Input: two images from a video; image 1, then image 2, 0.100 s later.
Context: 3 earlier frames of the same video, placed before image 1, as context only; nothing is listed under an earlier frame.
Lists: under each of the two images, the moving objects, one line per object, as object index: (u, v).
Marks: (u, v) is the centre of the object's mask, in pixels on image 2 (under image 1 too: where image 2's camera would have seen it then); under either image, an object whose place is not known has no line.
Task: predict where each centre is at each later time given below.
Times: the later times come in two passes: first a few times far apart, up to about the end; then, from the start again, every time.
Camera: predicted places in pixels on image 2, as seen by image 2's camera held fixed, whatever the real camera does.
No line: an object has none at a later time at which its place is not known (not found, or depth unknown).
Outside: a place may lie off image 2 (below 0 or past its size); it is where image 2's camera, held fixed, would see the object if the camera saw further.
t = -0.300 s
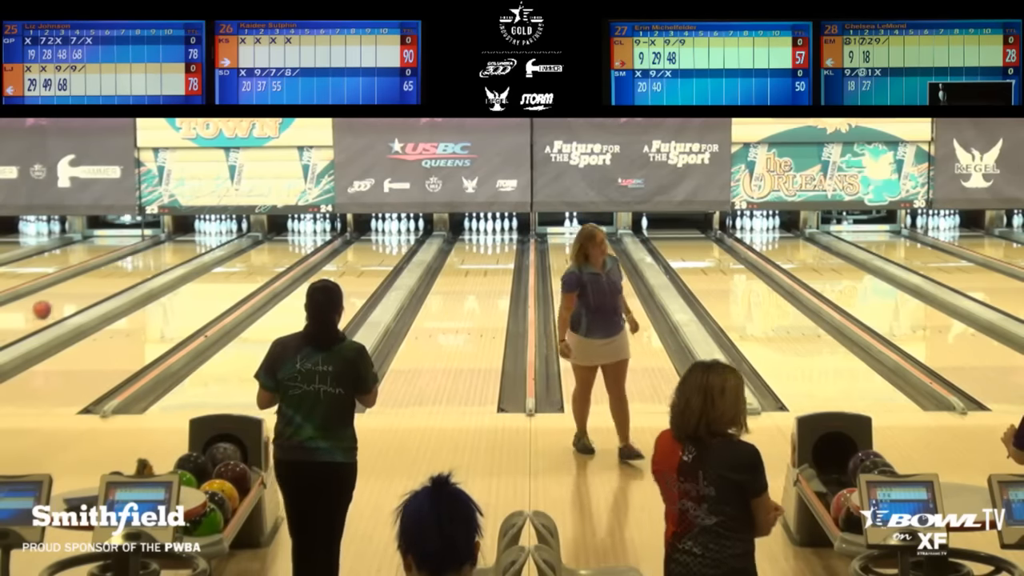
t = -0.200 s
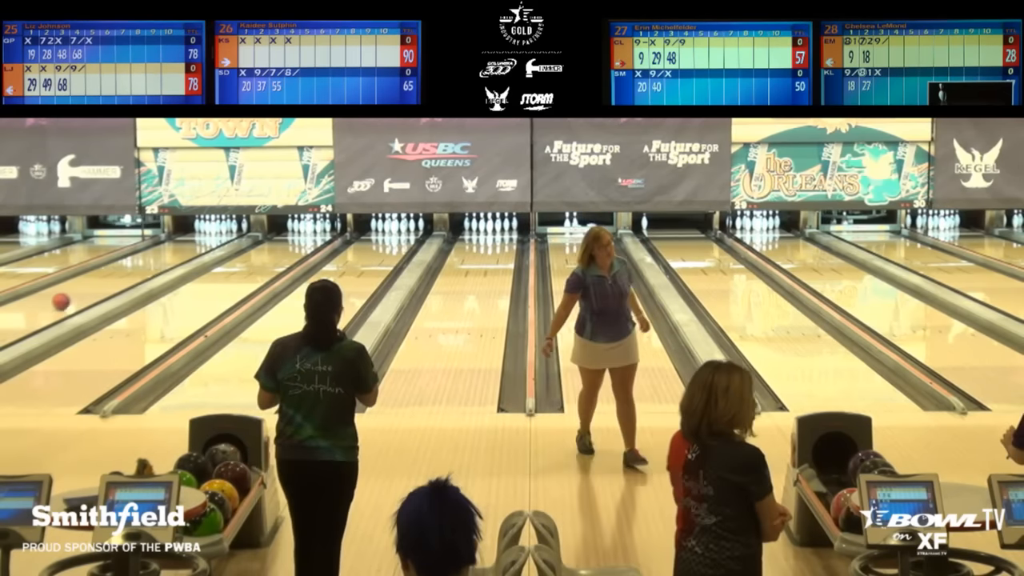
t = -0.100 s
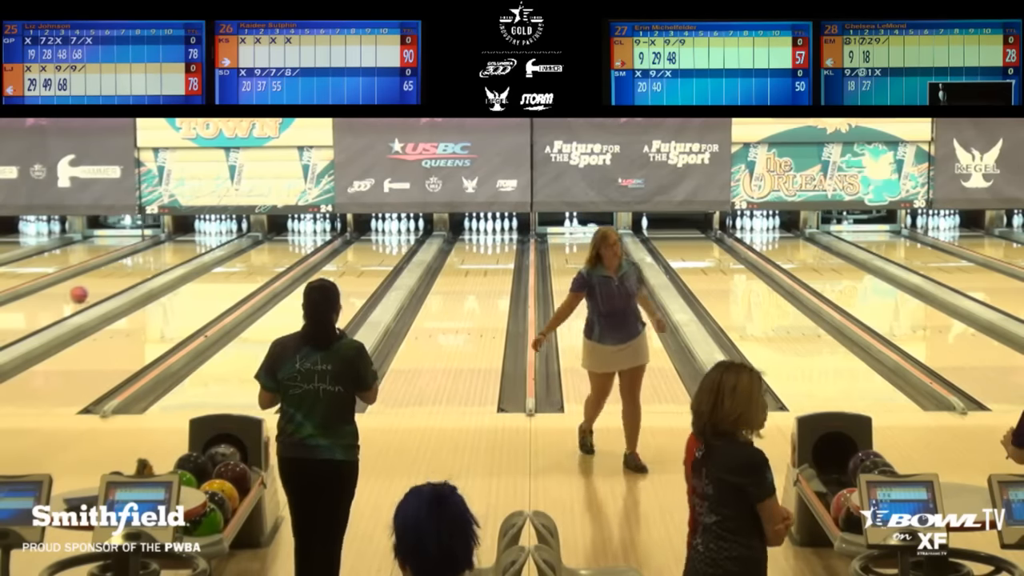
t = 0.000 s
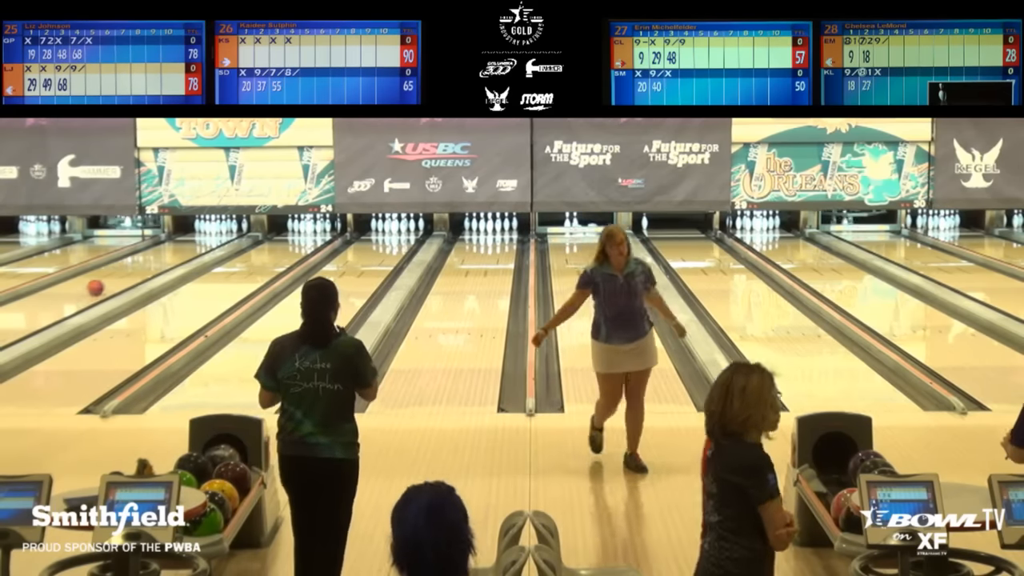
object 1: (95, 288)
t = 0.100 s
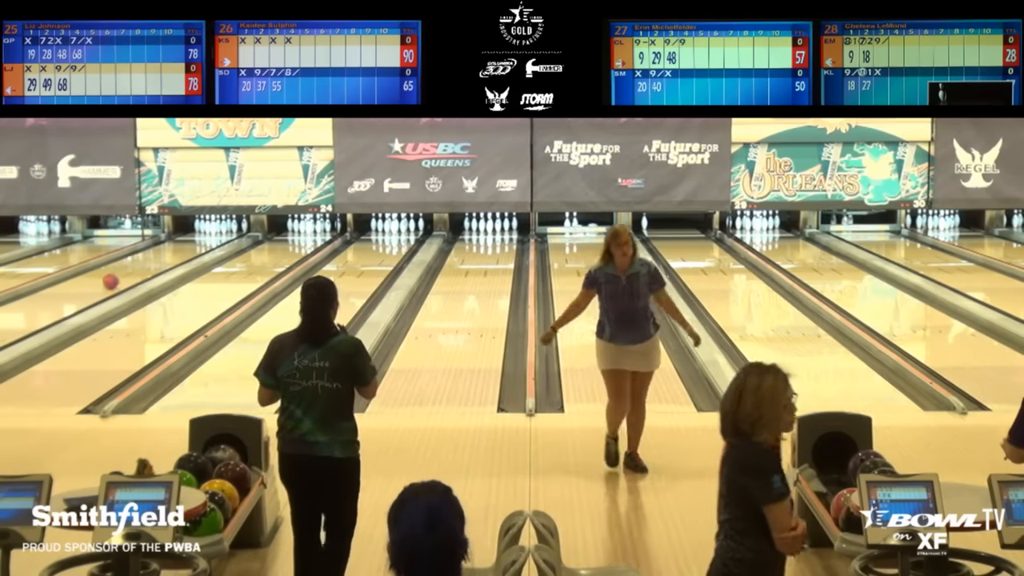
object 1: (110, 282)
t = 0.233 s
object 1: (129, 274)
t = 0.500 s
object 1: (161, 261)
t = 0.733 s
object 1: (184, 251)
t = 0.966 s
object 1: (200, 243)
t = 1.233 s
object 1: (213, 235)
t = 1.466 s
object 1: (221, 230)
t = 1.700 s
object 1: (228, 227)
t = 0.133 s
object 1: (115, 280)
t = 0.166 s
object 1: (120, 278)
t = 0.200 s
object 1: (125, 276)
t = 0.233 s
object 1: (129, 274)
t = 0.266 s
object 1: (134, 273)
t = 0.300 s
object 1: (138, 271)
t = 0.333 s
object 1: (142, 269)
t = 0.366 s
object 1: (146, 267)
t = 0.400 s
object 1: (150, 265)
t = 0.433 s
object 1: (153, 264)
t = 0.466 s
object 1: (157, 263)
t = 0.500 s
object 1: (161, 261)
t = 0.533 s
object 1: (165, 259)
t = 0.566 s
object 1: (168, 258)
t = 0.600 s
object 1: (172, 257)
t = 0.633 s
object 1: (175, 256)
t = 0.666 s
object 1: (178, 254)
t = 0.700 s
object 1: (181, 252)
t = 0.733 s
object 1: (184, 251)
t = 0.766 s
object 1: (186, 250)
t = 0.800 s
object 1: (189, 249)
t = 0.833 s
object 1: (192, 248)
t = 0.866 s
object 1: (194, 247)
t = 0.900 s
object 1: (196, 246)
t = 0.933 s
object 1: (198, 245)
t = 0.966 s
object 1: (200, 243)
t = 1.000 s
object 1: (202, 243)
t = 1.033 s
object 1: (204, 242)
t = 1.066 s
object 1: (205, 241)
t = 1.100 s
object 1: (207, 239)
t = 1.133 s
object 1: (209, 238)
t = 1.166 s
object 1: (211, 237)
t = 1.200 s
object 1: (212, 236)
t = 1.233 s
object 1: (213, 235)
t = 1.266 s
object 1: (214, 235)
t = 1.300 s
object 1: (216, 234)
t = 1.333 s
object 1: (217, 233)
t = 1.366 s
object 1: (218, 233)
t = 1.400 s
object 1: (218, 232)
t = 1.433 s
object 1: (220, 231)
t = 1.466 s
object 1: (221, 230)
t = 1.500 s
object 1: (222, 230)
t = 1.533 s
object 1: (224, 229)
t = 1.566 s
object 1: (225, 228)
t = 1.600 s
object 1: (225, 228)
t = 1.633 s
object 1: (227, 227)
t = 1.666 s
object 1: (228, 227)
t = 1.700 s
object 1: (228, 227)
